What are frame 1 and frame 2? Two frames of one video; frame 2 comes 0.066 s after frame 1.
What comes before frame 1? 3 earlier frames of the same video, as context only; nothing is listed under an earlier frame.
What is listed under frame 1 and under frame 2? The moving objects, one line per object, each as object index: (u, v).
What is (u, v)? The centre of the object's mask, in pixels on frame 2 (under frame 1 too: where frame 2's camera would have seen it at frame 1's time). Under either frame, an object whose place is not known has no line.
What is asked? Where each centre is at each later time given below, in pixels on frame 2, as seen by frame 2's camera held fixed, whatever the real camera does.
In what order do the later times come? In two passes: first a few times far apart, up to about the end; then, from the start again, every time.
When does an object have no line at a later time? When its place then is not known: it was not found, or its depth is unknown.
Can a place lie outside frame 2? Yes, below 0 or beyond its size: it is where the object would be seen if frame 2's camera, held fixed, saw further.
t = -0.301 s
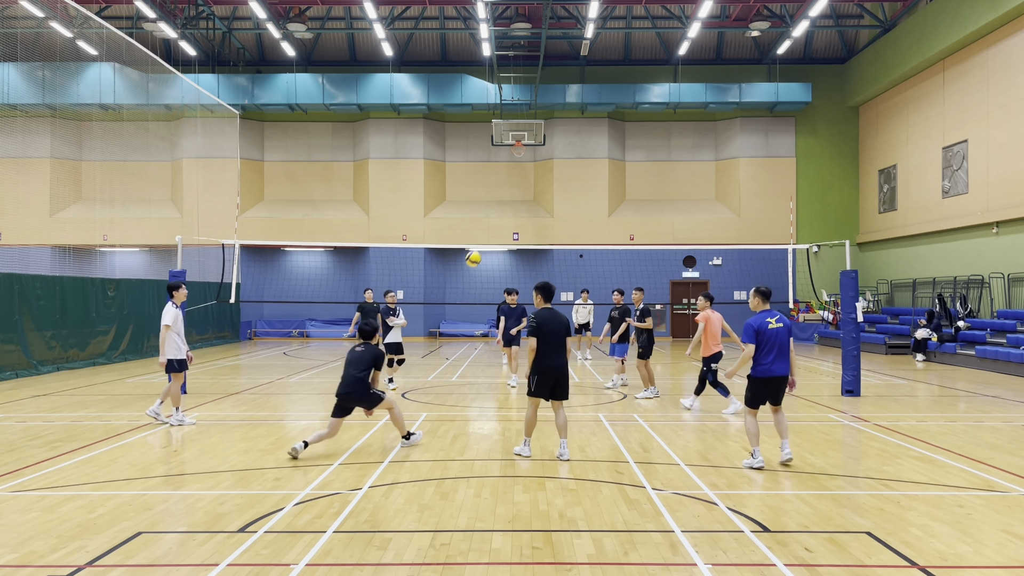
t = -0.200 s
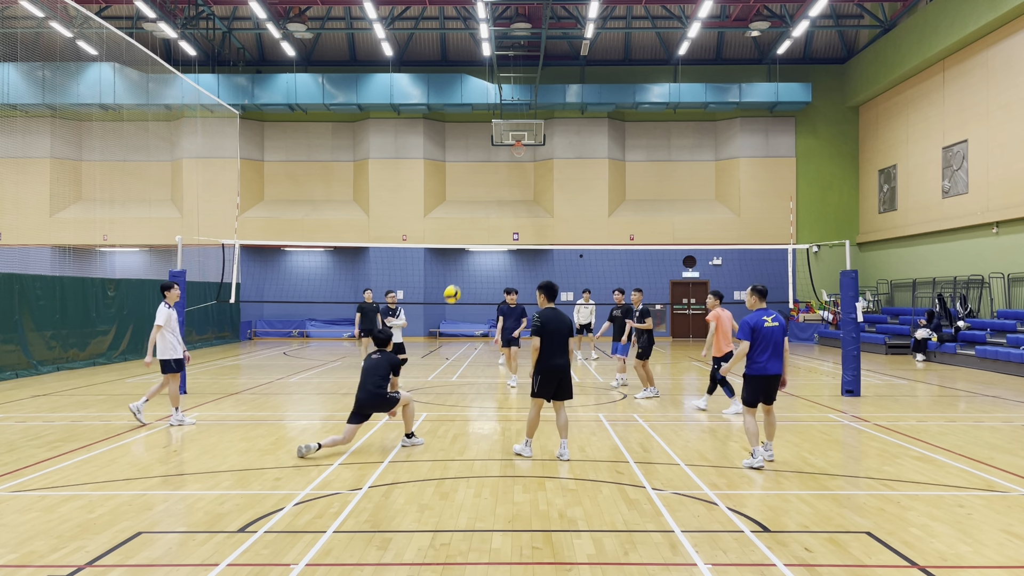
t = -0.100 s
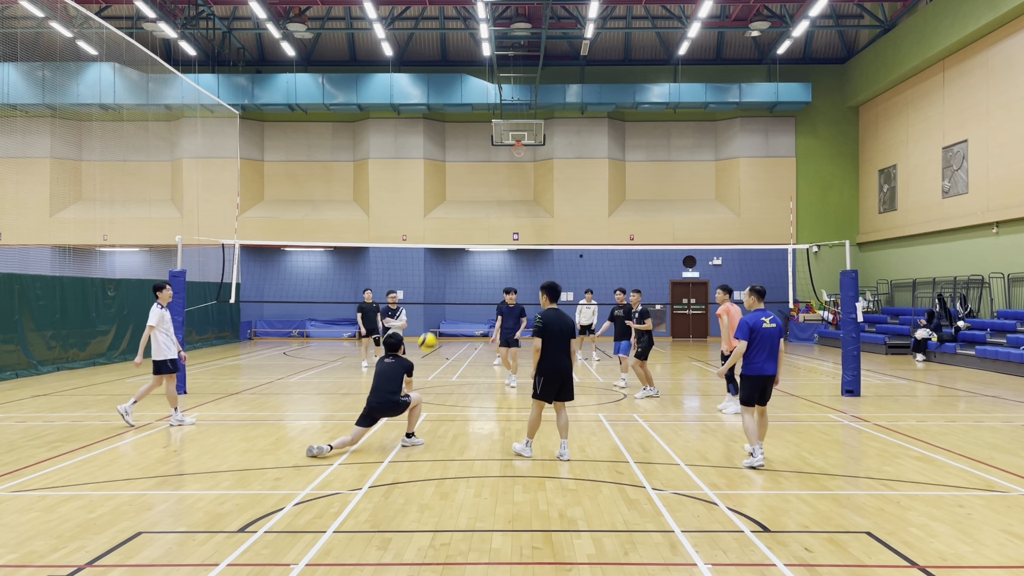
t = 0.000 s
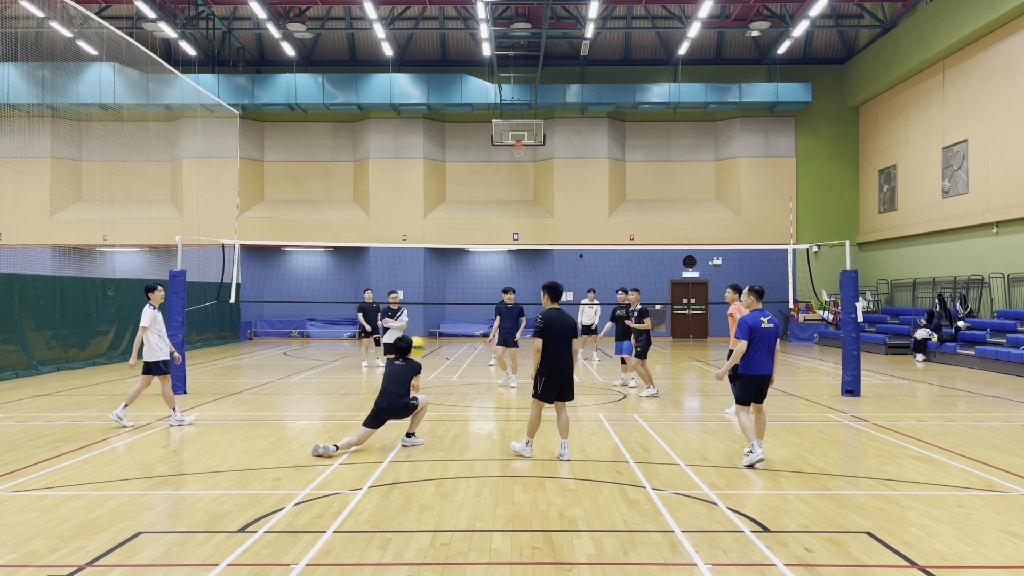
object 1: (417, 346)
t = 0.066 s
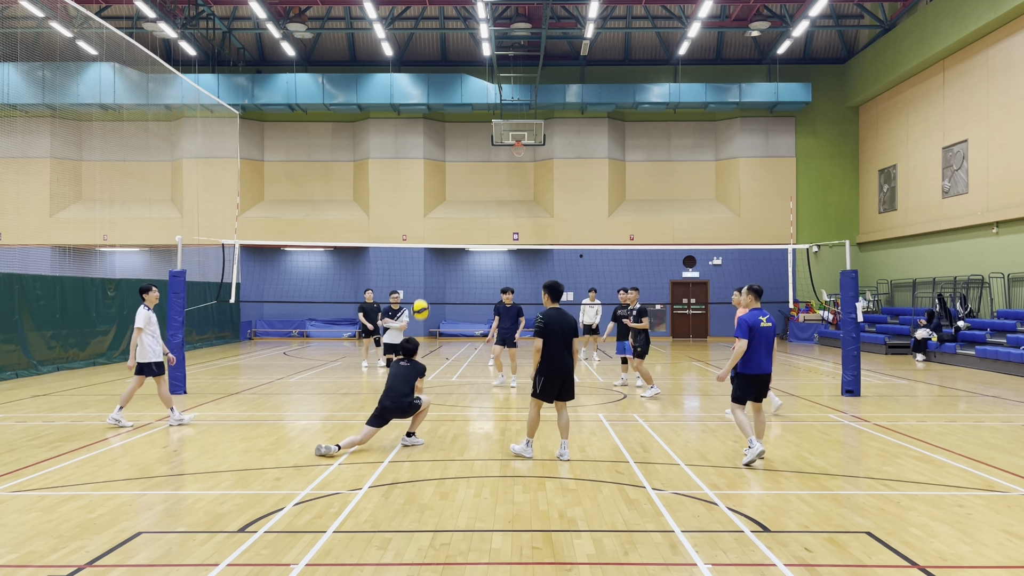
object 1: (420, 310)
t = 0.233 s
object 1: (433, 236)
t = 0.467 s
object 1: (447, 177)
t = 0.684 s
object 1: (460, 161)
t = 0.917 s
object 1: (473, 184)
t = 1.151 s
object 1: (485, 244)
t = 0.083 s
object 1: (422, 301)
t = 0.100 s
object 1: (423, 292)
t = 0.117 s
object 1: (424, 284)
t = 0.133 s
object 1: (425, 277)
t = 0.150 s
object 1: (427, 269)
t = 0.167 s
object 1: (428, 262)
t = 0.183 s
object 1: (429, 256)
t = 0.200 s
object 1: (430, 249)
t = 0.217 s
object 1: (431, 242)
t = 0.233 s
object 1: (433, 236)
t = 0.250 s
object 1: (434, 230)
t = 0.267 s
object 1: (434, 224)
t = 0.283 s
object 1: (436, 219)
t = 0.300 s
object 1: (437, 214)
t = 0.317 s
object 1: (438, 209)
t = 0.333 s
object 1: (439, 204)
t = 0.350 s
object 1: (440, 200)
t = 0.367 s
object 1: (441, 195)
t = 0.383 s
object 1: (442, 192)
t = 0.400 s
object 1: (443, 188)
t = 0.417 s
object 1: (444, 185)
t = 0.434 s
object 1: (445, 181)
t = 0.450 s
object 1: (446, 179)
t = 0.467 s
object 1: (447, 177)
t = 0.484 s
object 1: (448, 173)
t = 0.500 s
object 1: (449, 171)
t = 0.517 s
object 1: (450, 169)
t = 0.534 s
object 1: (451, 167)
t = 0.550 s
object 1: (452, 166)
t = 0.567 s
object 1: (453, 164)
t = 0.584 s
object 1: (455, 163)
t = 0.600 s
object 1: (455, 162)
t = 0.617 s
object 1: (456, 162)
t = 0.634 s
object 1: (457, 161)
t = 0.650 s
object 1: (458, 160)
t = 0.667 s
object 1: (459, 161)
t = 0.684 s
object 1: (460, 161)
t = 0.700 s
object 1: (461, 161)
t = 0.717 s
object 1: (462, 161)
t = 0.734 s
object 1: (463, 162)
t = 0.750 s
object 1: (464, 164)
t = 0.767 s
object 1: (465, 164)
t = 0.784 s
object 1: (465, 166)
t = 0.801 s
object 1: (467, 168)
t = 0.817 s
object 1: (468, 169)
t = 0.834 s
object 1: (469, 171)
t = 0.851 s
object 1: (469, 173)
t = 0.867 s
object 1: (470, 176)
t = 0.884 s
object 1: (471, 178)
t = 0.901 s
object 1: (472, 181)
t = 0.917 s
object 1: (473, 184)
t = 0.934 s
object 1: (474, 187)
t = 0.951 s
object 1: (474, 190)
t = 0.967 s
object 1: (475, 194)
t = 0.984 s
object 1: (476, 197)
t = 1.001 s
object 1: (477, 201)
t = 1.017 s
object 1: (478, 205)
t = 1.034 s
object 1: (479, 209)
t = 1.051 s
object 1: (480, 213)
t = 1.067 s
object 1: (481, 218)
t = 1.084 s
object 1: (482, 223)
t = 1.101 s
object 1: (482, 228)
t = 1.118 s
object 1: (483, 233)
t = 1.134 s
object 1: (484, 238)
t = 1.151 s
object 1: (485, 244)
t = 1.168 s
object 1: (486, 249)
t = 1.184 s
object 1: (487, 255)
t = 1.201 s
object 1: (488, 261)
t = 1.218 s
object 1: (488, 267)
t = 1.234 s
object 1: (489, 273)
